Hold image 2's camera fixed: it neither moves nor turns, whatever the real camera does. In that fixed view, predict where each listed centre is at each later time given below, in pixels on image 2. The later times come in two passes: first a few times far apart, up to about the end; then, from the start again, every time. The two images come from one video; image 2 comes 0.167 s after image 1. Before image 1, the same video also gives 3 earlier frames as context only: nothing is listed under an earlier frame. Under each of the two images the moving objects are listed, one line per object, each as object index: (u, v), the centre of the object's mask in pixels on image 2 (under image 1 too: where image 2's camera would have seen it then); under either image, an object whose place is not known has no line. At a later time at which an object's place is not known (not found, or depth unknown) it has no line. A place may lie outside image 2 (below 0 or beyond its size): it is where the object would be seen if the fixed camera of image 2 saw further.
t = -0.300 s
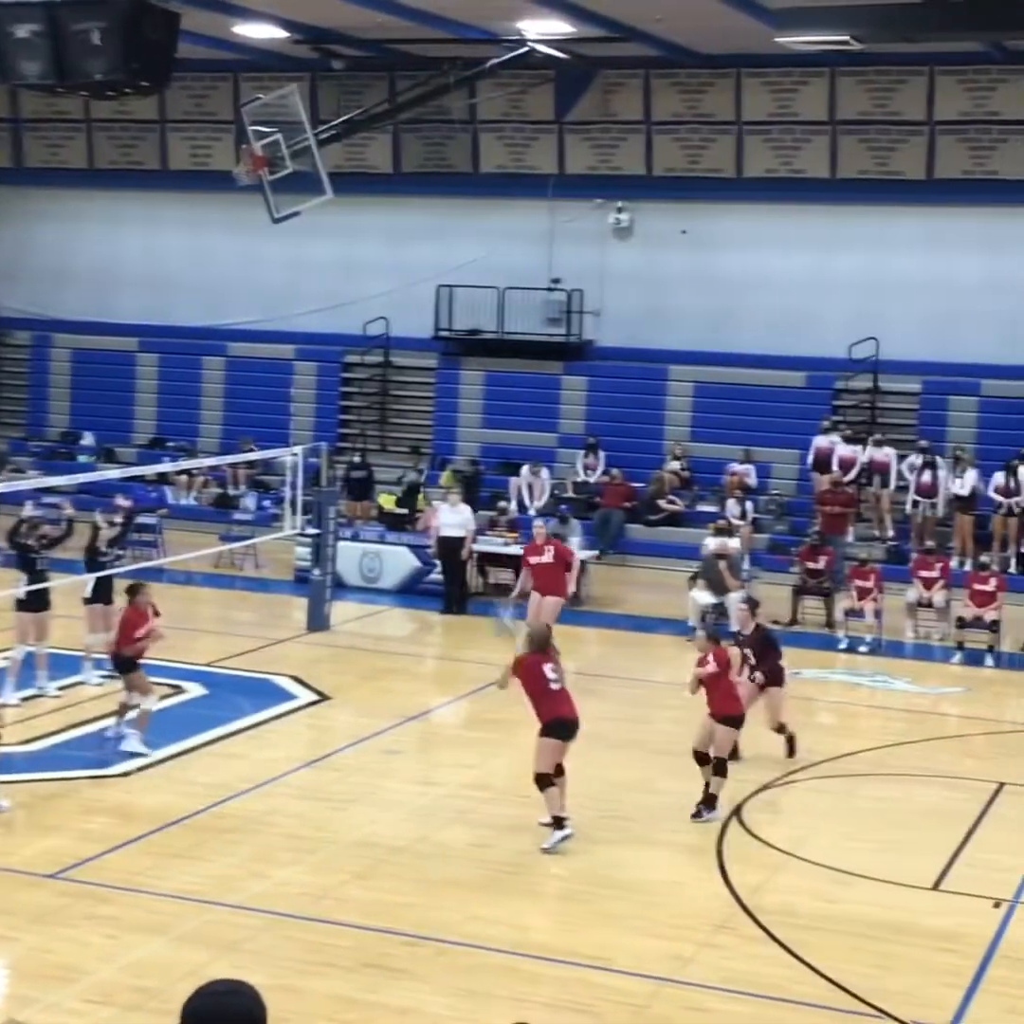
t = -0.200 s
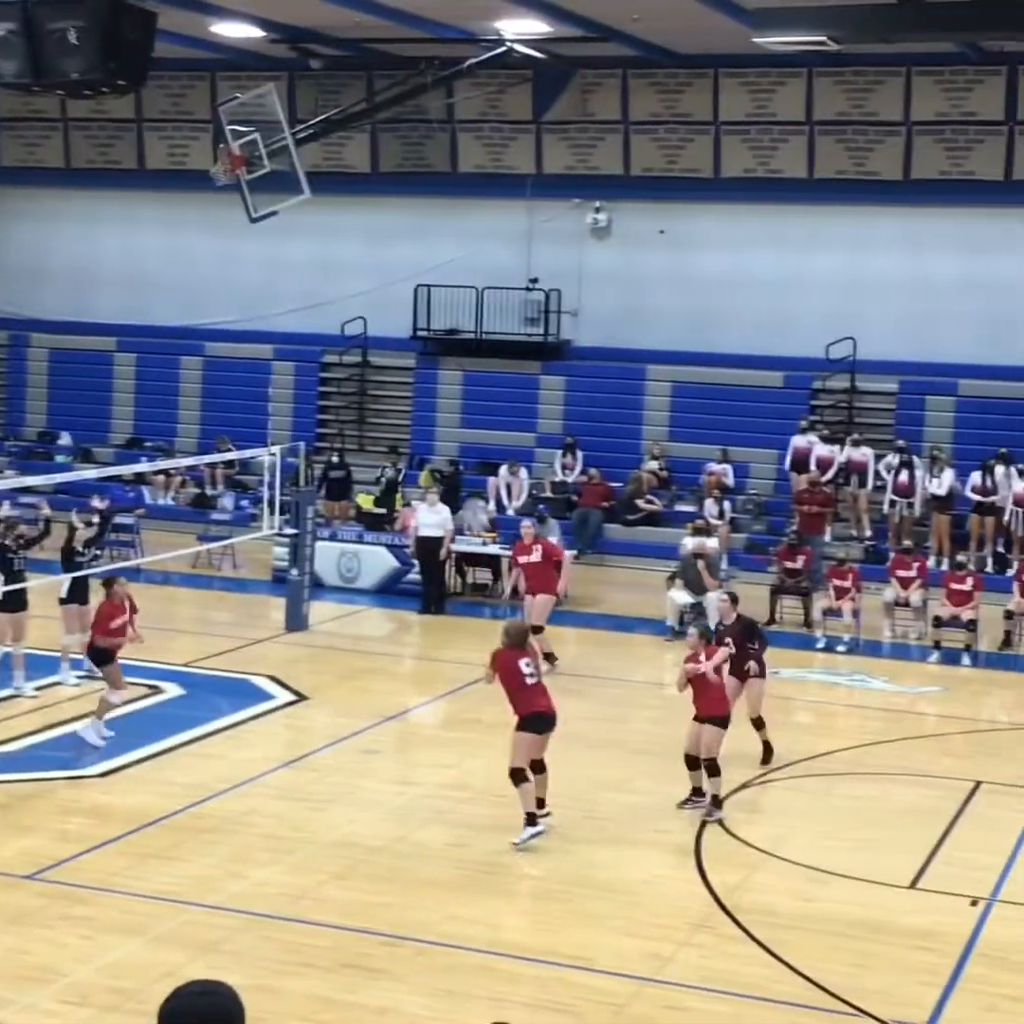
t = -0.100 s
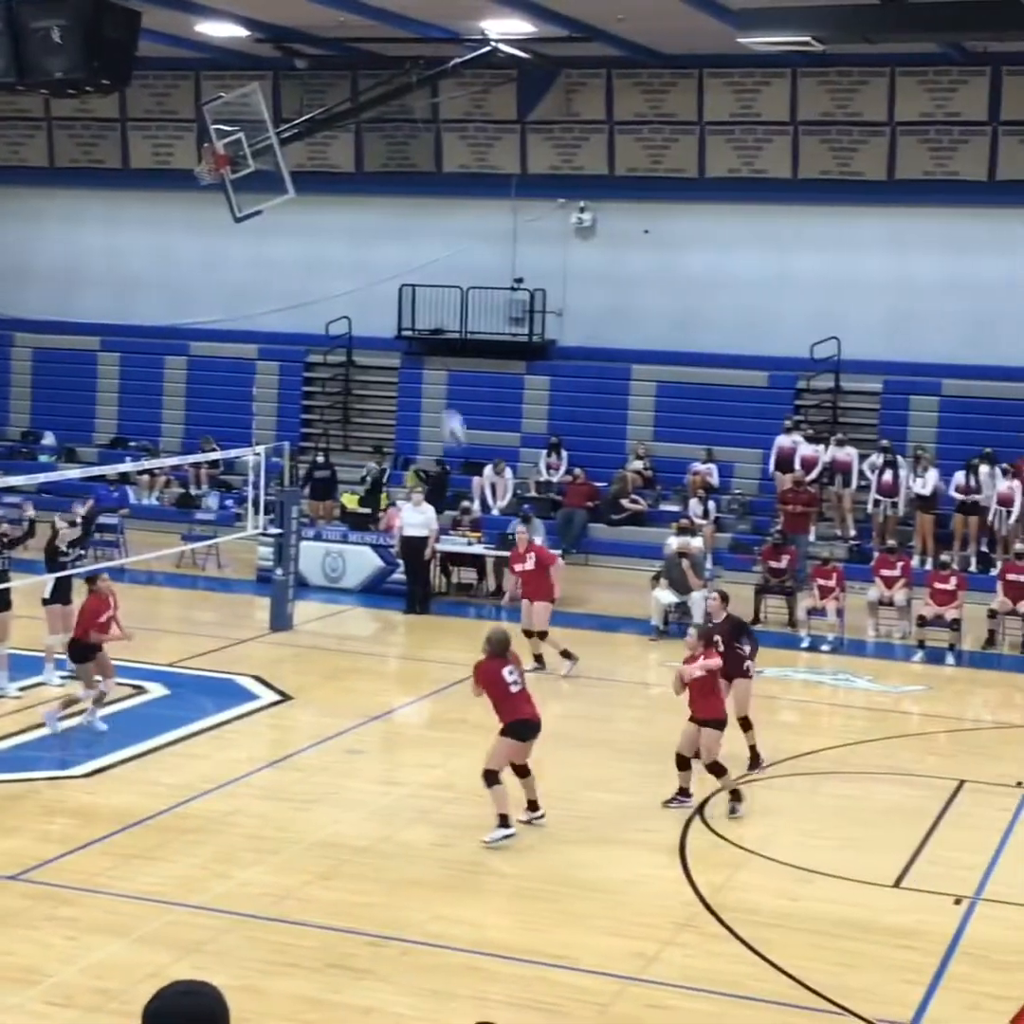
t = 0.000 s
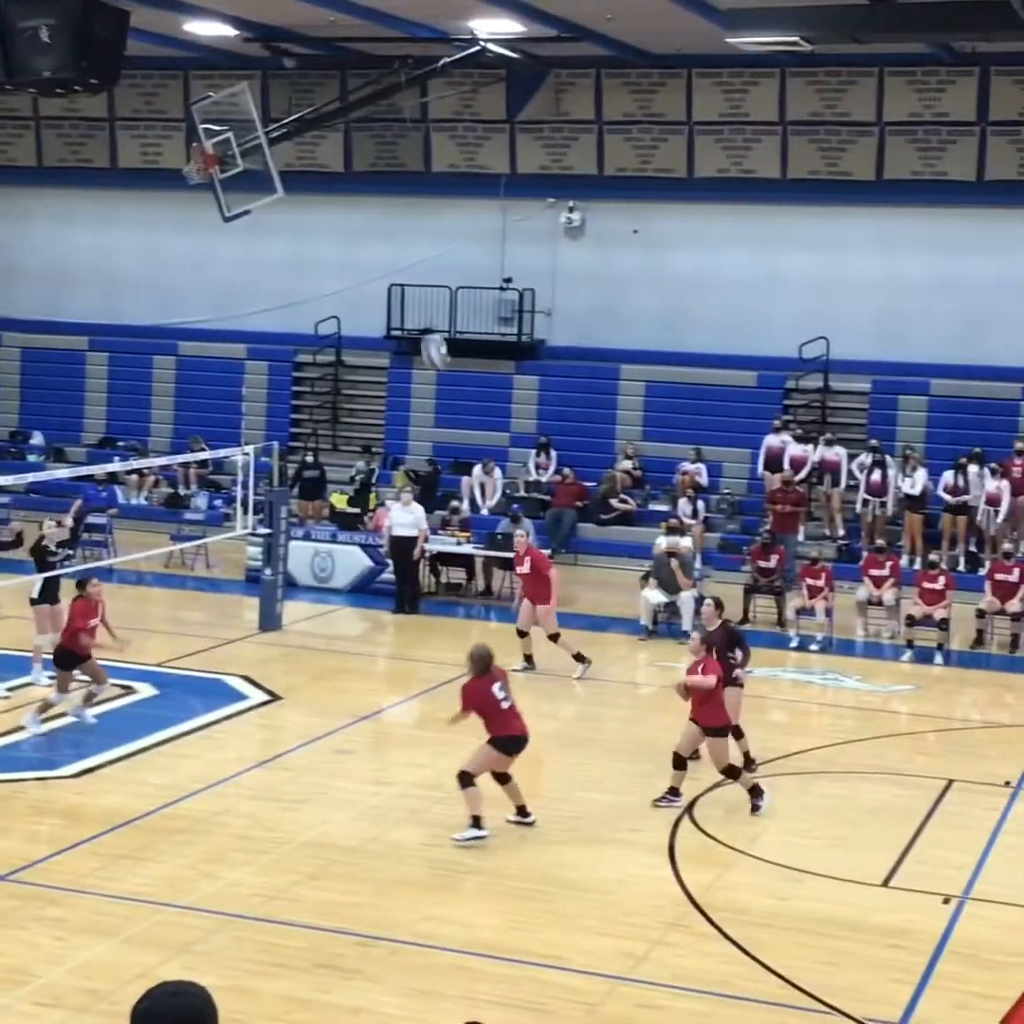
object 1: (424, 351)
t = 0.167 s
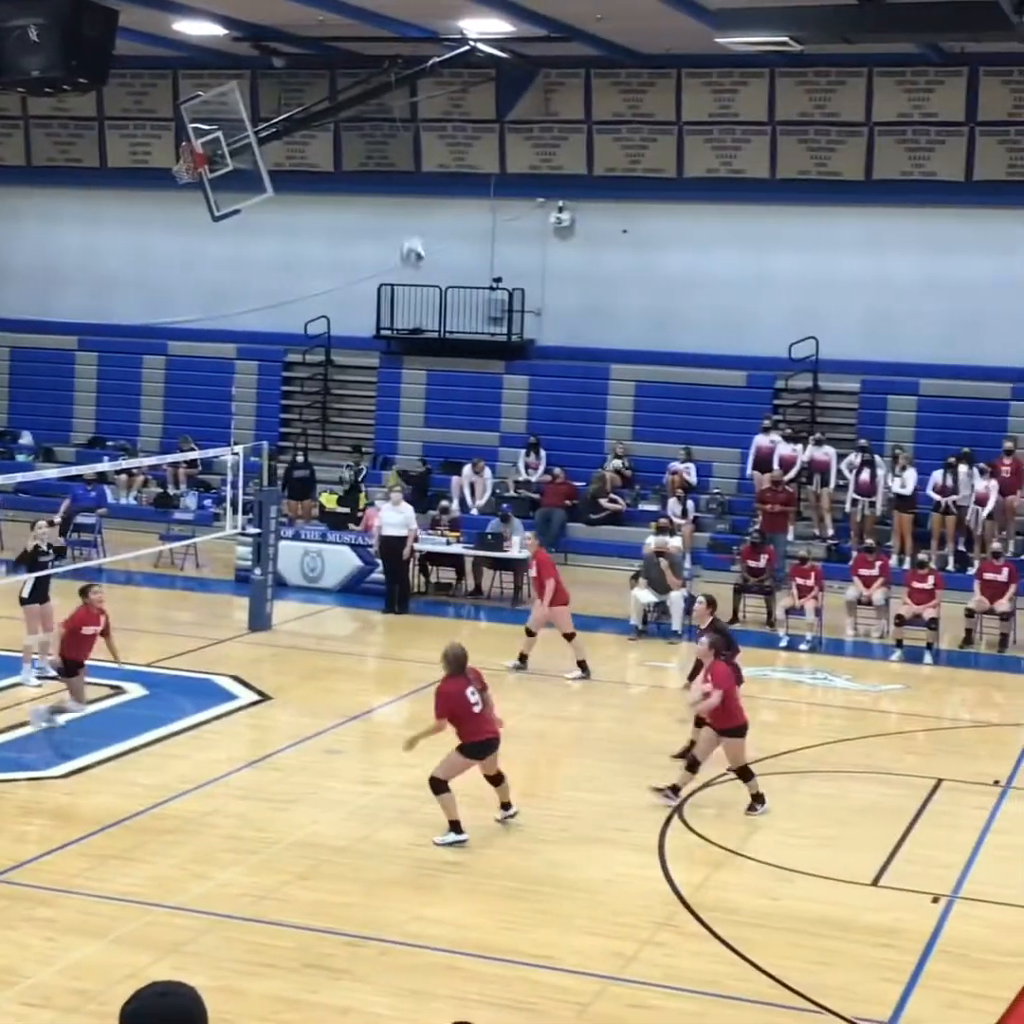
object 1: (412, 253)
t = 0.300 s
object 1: (405, 198)
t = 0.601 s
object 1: (382, 163)
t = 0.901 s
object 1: (359, 236)
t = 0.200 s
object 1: (413, 238)
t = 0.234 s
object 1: (408, 223)
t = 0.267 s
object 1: (408, 209)
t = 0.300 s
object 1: (405, 198)
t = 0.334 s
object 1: (402, 188)
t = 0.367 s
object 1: (400, 182)
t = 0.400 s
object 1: (398, 176)
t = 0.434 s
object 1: (396, 170)
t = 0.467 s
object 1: (392, 166)
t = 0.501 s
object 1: (391, 163)
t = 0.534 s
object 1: (388, 161)
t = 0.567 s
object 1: (385, 161)
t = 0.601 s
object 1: (382, 163)
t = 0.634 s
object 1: (380, 165)
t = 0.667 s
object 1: (378, 170)
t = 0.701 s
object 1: (375, 175)
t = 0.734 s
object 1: (372, 182)
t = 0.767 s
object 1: (369, 188)
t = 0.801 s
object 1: (366, 195)
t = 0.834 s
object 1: (364, 209)
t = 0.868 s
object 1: (360, 221)
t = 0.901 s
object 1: (359, 236)
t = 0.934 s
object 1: (355, 251)
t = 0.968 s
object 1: (352, 268)
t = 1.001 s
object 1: (350, 283)
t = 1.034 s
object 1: (346, 302)
